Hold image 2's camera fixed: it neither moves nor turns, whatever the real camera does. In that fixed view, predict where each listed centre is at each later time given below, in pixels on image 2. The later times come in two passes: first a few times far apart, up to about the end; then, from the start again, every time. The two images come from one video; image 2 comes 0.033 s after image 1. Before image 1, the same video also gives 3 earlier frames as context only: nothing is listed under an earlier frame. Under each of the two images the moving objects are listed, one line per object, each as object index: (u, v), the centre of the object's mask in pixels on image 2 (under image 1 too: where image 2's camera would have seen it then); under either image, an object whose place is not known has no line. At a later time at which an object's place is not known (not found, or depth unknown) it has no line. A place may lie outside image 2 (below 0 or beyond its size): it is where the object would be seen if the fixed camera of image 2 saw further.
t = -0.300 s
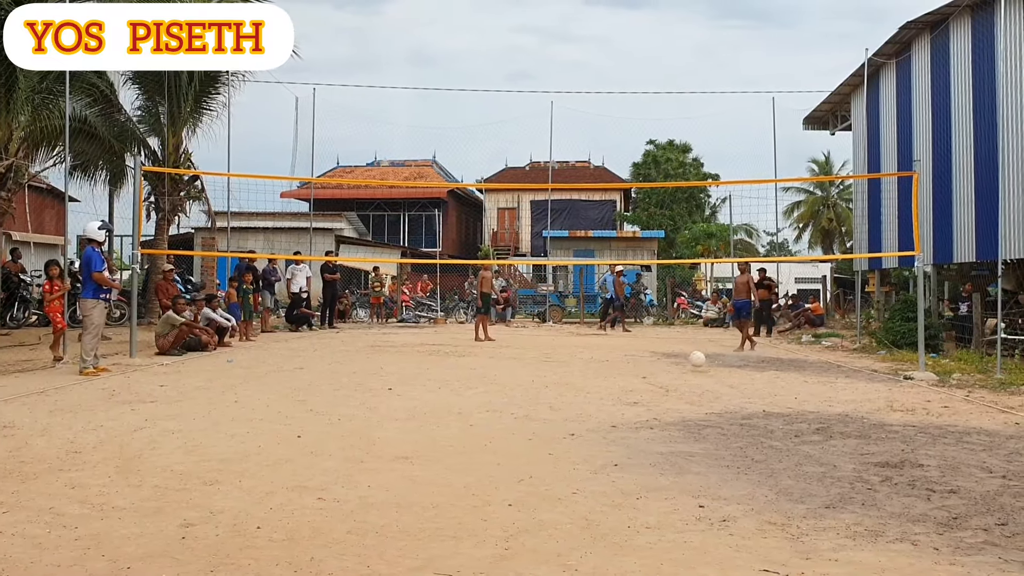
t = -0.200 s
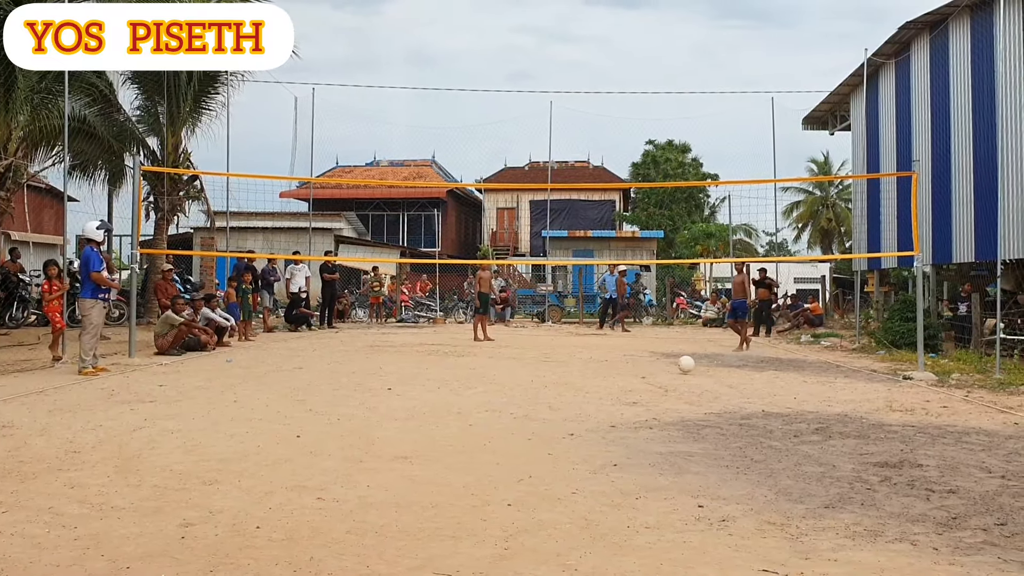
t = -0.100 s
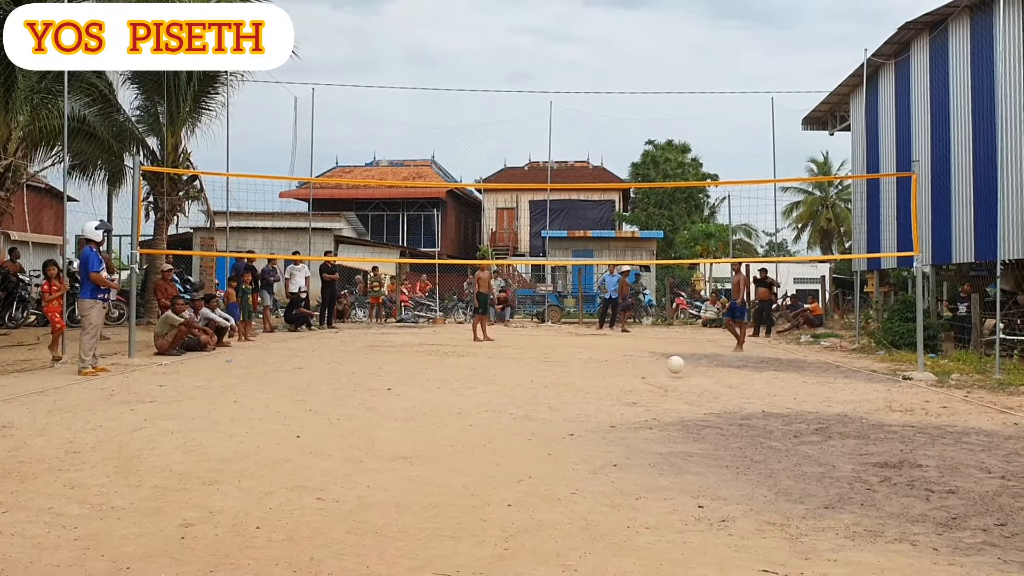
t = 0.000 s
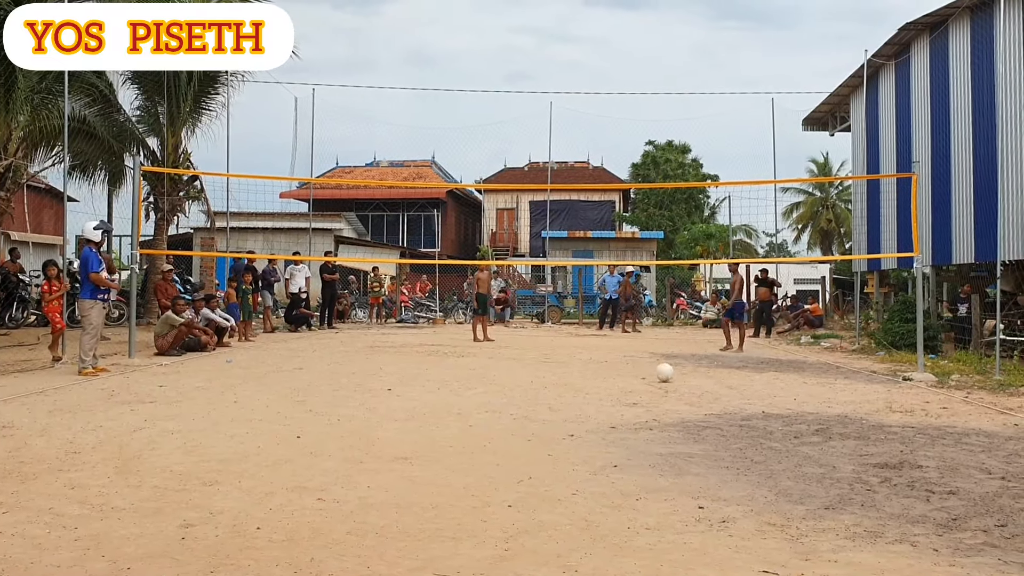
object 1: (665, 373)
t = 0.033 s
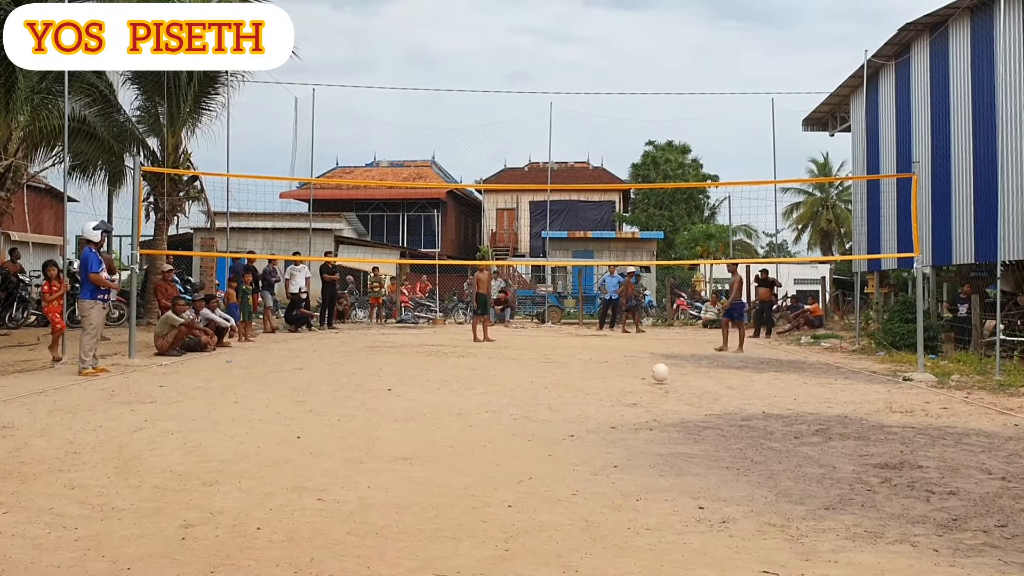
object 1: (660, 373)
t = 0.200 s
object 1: (636, 378)
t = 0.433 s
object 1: (600, 387)
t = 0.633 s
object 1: (563, 397)
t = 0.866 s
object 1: (510, 408)
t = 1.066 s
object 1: (457, 420)
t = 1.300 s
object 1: (378, 449)
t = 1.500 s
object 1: (291, 469)
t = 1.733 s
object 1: (162, 500)
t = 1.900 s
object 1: (35, 533)
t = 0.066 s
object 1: (655, 373)
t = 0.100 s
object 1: (650, 376)
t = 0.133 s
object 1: (646, 379)
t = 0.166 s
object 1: (642, 378)
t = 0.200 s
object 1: (636, 378)
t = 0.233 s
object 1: (632, 379)
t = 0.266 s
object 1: (628, 382)
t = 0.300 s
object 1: (622, 385)
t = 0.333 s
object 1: (616, 385)
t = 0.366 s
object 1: (612, 384)
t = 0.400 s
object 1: (606, 386)
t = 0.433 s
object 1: (600, 387)
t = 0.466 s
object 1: (594, 390)
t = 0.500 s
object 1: (588, 394)
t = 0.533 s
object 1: (582, 393)
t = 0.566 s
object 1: (576, 393)
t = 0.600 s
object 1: (569, 394)
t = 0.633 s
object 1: (563, 397)
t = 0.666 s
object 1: (556, 401)
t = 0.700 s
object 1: (549, 404)
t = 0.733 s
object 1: (541, 402)
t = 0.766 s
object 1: (534, 401)
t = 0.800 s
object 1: (527, 402)
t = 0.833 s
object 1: (519, 404)
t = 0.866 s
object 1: (510, 408)
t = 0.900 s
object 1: (503, 414)
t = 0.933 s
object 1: (495, 414)
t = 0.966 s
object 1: (486, 413)
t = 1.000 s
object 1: (476, 413)
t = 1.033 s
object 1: (467, 416)
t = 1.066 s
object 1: (457, 420)
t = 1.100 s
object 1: (447, 427)
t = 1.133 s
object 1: (436, 430)
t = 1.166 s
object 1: (426, 430)
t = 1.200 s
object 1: (414, 432)
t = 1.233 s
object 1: (403, 435)
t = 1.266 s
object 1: (391, 441)
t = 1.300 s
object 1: (378, 449)
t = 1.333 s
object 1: (365, 449)
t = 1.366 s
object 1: (351, 449)
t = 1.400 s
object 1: (337, 450)
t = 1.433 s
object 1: (323, 454)
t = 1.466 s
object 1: (307, 460)
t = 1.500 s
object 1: (291, 469)
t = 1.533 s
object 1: (275, 475)
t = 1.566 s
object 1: (258, 473)
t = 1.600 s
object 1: (240, 473)
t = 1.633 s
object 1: (223, 475)
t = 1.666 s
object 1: (203, 481)
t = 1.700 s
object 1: (183, 489)
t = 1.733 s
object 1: (162, 500)
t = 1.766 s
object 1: (139, 513)
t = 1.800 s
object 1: (115, 514)
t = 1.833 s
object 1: (90, 518)
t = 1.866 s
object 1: (63, 523)
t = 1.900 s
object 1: (35, 533)
